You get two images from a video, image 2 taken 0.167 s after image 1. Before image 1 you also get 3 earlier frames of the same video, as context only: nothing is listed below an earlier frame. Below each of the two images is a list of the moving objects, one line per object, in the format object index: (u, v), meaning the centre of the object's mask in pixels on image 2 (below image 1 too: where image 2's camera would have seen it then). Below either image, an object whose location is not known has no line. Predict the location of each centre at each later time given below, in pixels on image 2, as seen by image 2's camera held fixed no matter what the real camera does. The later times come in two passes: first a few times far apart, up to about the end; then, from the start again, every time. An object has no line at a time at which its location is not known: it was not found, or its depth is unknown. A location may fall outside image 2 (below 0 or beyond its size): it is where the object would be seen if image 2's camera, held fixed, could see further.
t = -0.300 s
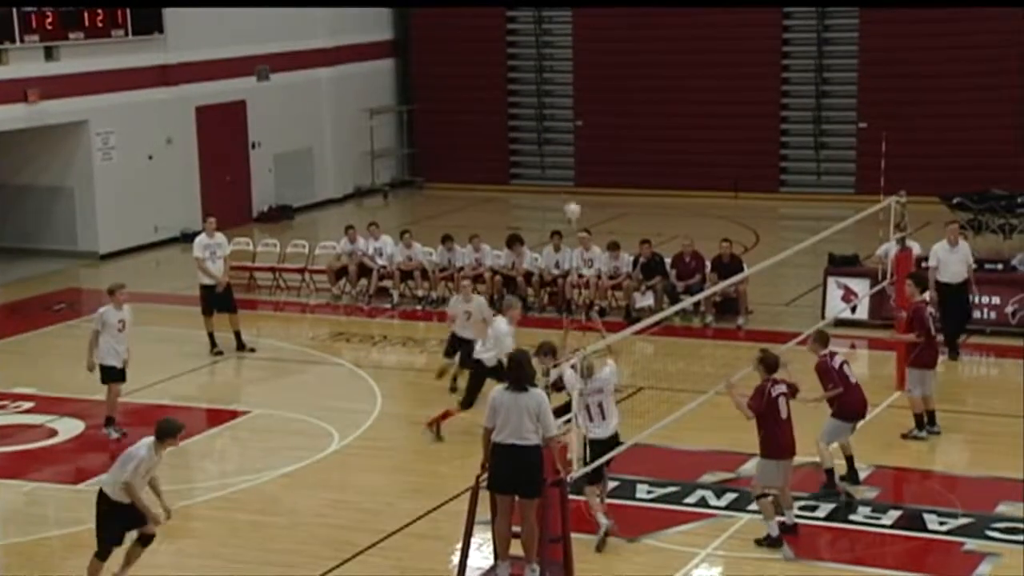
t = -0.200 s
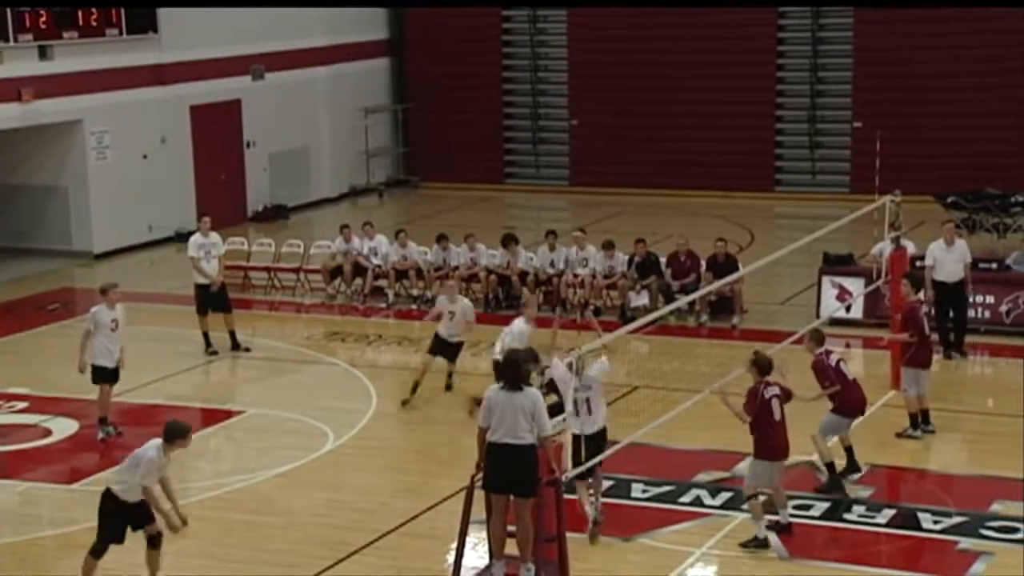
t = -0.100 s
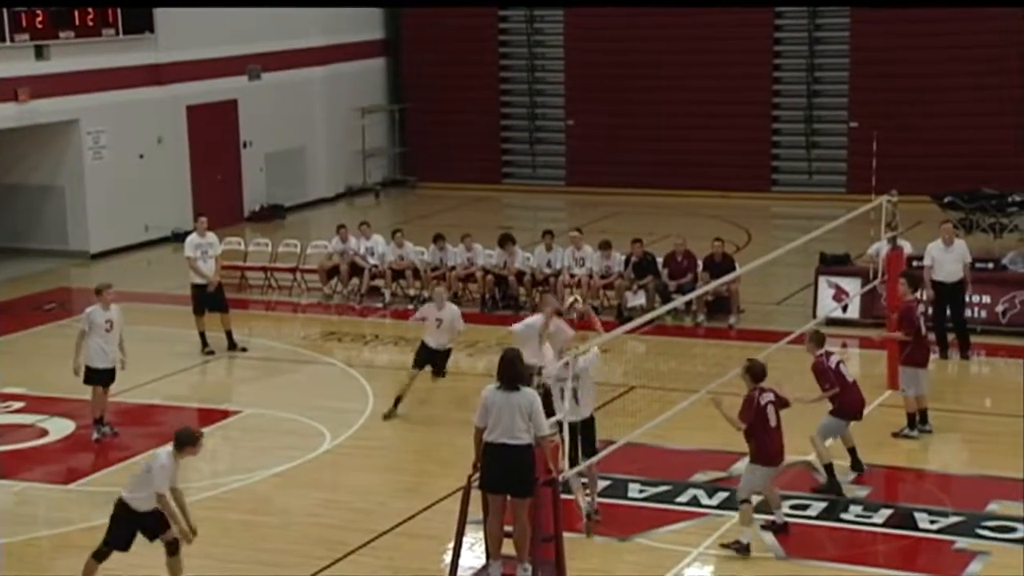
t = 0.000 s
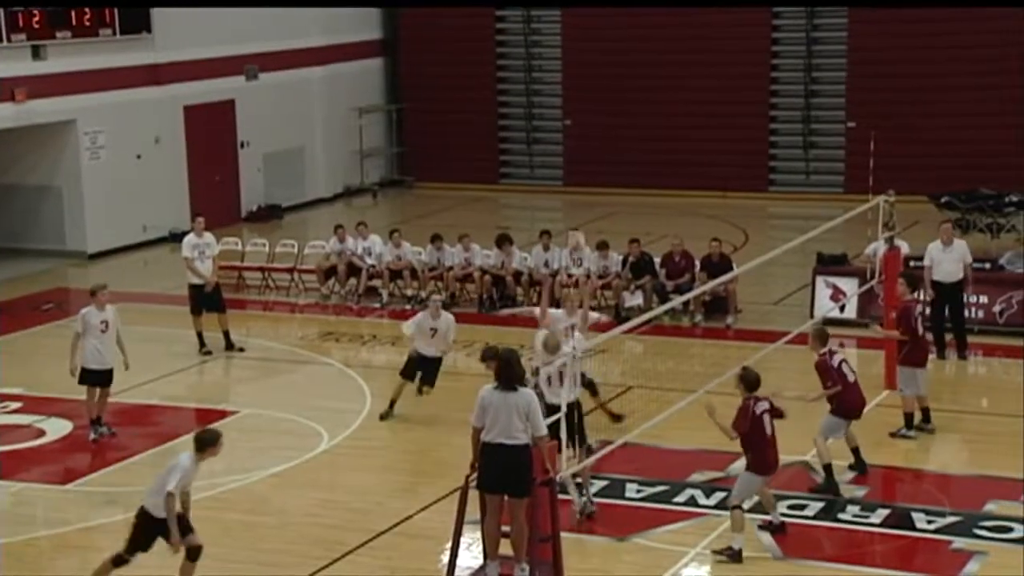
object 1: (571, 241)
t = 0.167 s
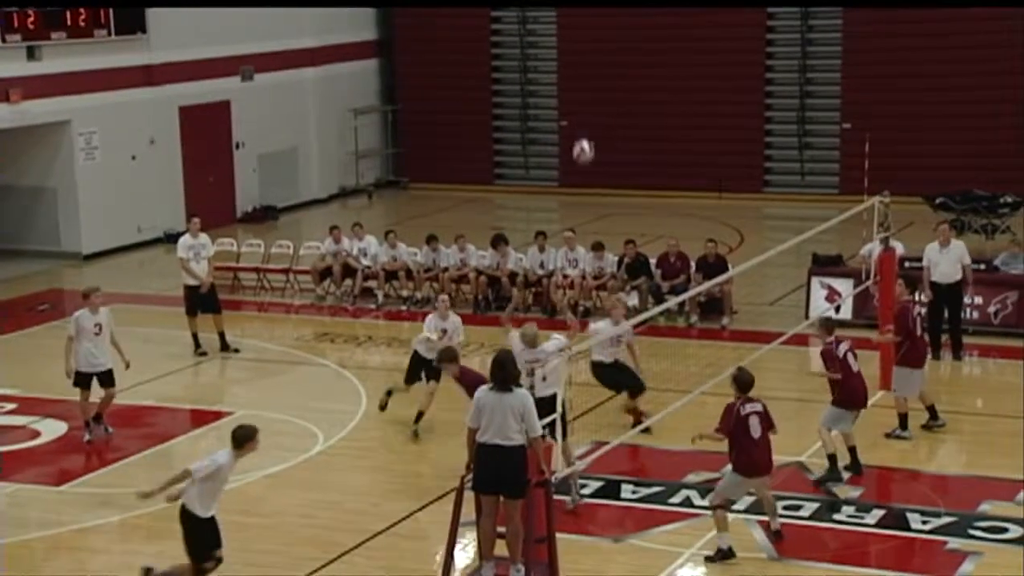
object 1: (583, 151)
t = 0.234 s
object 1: (588, 122)
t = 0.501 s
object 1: (607, 53)
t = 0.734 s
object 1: (623, 53)
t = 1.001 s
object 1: (644, 118)
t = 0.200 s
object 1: (585, 136)
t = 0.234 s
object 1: (588, 122)
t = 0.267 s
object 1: (590, 110)
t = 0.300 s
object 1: (592, 99)
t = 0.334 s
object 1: (594, 88)
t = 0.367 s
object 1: (597, 79)
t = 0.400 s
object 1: (600, 70)
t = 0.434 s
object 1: (602, 64)
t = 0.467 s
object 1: (604, 58)
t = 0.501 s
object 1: (607, 53)
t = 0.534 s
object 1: (609, 50)
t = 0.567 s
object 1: (612, 48)
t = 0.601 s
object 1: (614, 47)
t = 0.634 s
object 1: (616, 47)
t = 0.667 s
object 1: (619, 48)
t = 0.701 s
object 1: (621, 50)
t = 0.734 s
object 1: (623, 53)
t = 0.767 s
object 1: (626, 57)
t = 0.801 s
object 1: (628, 63)
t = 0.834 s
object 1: (631, 70)
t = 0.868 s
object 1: (634, 77)
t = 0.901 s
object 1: (636, 86)
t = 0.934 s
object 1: (638, 95)
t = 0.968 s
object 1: (641, 107)
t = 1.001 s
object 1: (644, 118)
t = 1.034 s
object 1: (646, 131)
